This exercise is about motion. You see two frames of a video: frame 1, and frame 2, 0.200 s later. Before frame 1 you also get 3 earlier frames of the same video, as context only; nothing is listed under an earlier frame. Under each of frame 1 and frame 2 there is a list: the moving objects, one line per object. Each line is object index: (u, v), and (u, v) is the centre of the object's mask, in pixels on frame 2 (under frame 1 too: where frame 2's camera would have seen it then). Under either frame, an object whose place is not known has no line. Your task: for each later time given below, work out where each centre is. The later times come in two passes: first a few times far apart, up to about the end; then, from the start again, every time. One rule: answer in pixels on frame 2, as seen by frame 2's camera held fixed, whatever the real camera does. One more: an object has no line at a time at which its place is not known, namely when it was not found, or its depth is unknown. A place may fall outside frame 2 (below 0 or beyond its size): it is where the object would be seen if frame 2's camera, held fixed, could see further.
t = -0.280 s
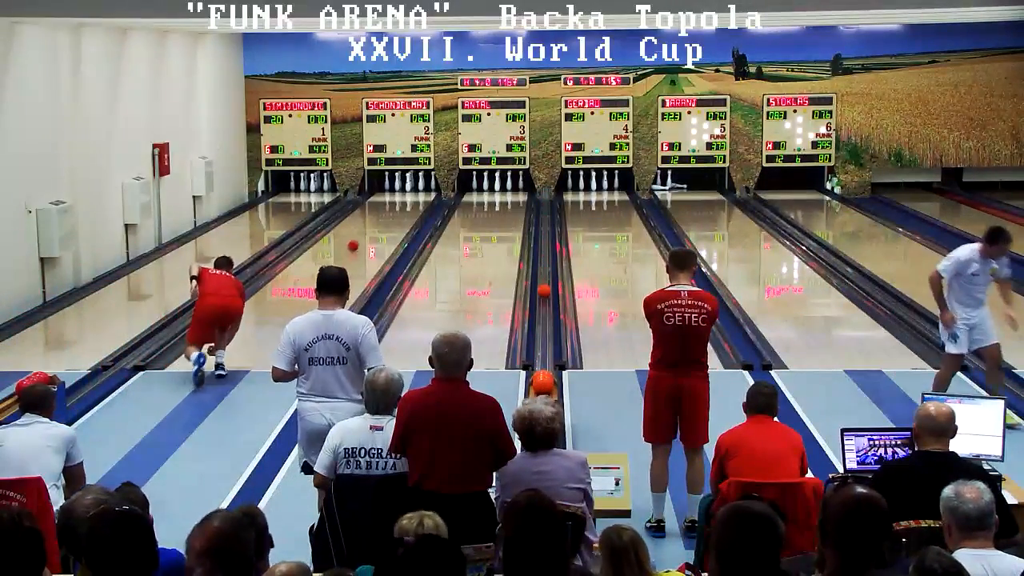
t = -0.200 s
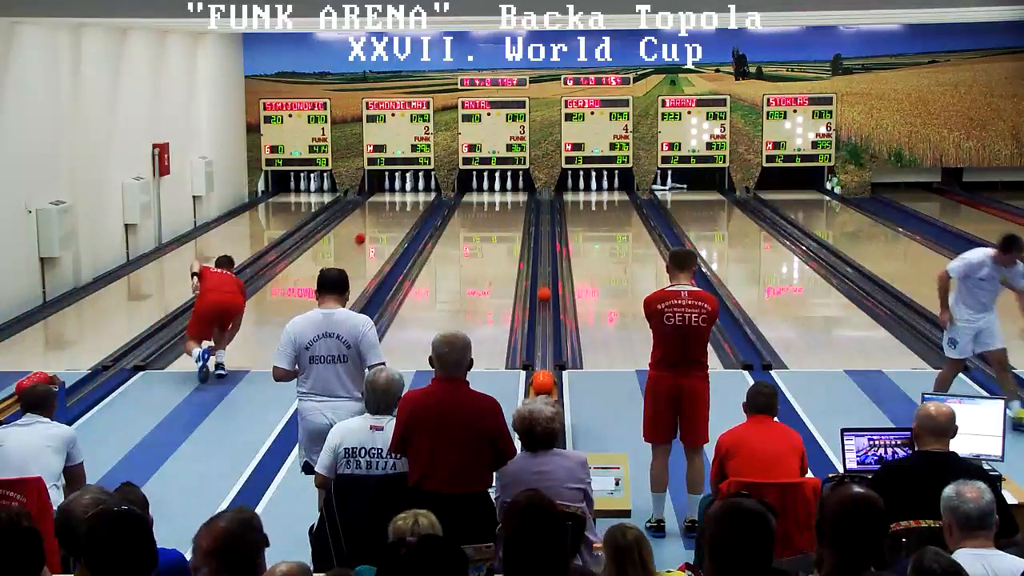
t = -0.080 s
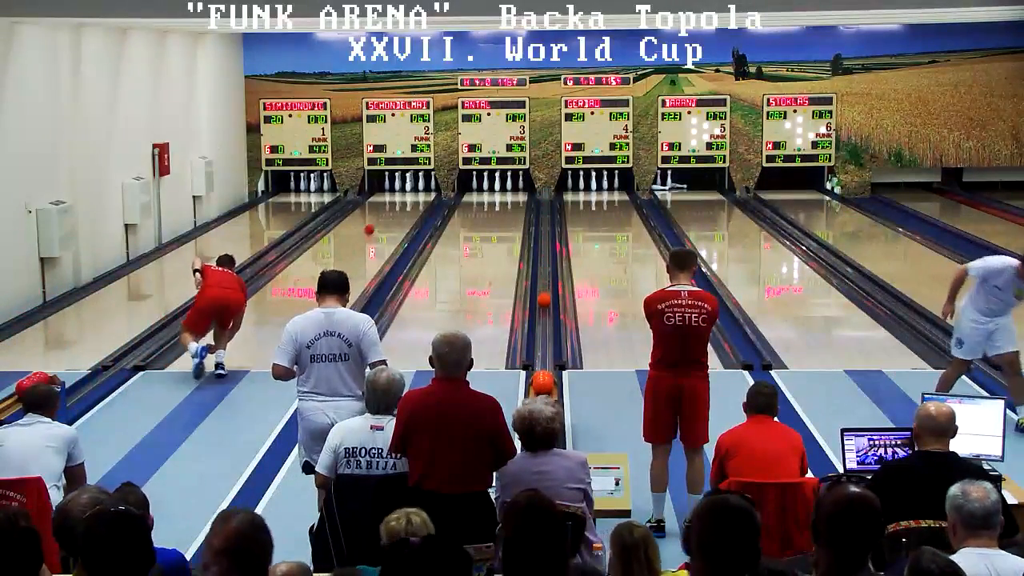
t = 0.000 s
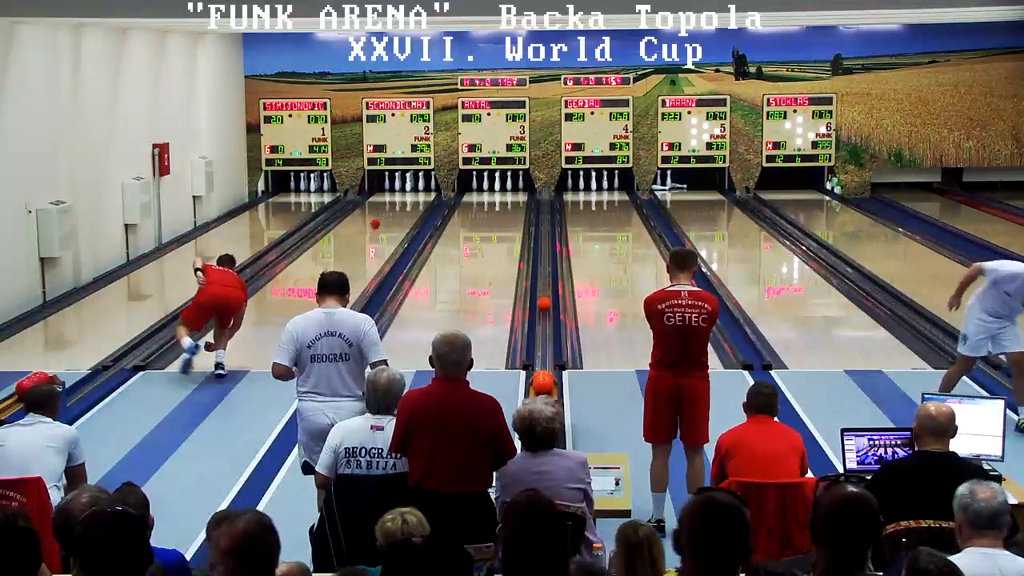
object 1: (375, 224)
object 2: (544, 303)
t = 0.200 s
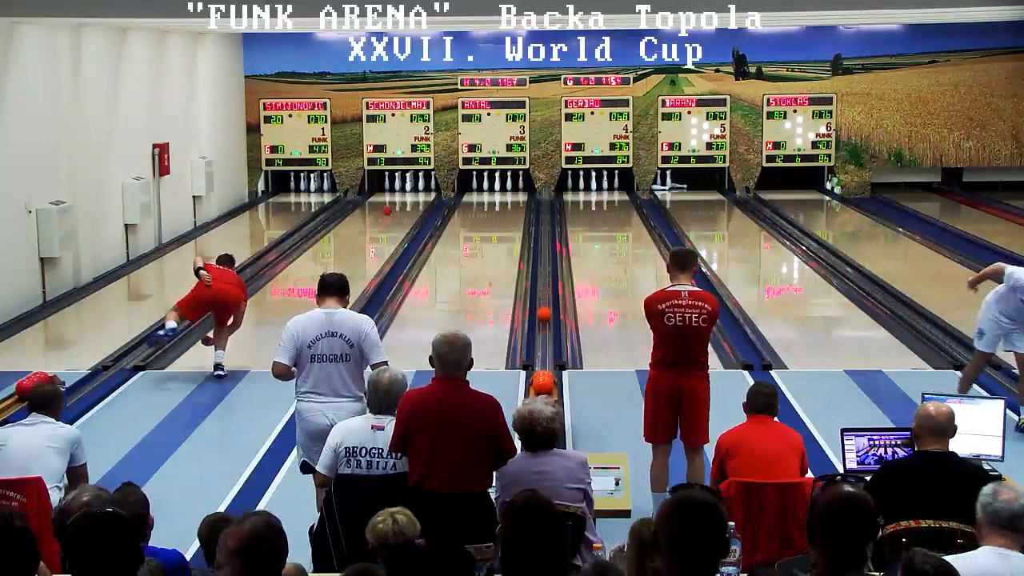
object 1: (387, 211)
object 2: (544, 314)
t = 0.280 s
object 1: (391, 209)
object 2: (544, 318)
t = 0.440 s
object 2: (544, 327)
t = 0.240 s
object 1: (389, 209)
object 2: (544, 316)
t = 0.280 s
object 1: (391, 209)
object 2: (544, 318)
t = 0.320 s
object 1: (393, 208)
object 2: (544, 320)
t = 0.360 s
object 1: (393, 207)
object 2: (544, 322)
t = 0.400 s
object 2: (544, 325)
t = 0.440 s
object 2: (544, 327)
